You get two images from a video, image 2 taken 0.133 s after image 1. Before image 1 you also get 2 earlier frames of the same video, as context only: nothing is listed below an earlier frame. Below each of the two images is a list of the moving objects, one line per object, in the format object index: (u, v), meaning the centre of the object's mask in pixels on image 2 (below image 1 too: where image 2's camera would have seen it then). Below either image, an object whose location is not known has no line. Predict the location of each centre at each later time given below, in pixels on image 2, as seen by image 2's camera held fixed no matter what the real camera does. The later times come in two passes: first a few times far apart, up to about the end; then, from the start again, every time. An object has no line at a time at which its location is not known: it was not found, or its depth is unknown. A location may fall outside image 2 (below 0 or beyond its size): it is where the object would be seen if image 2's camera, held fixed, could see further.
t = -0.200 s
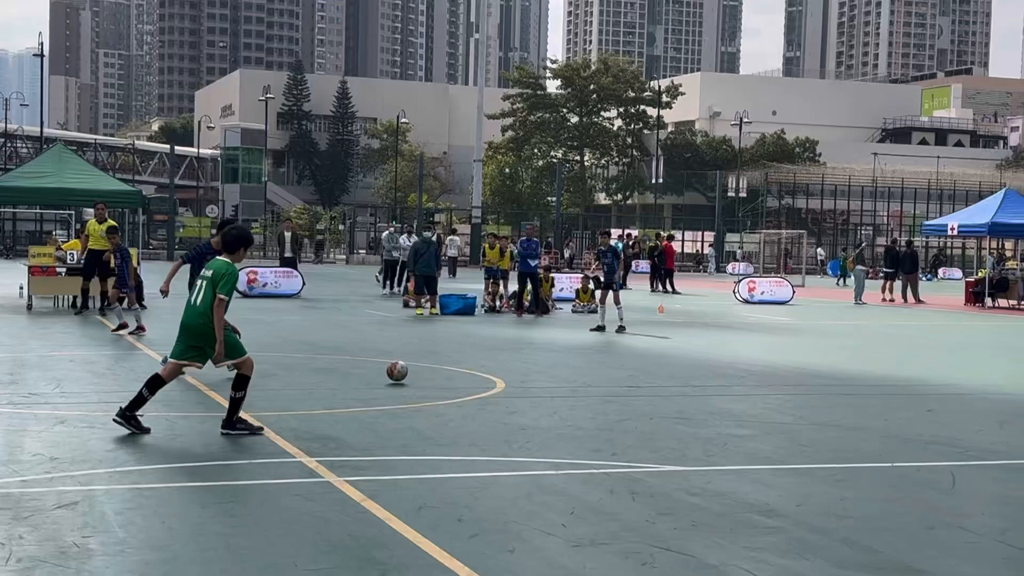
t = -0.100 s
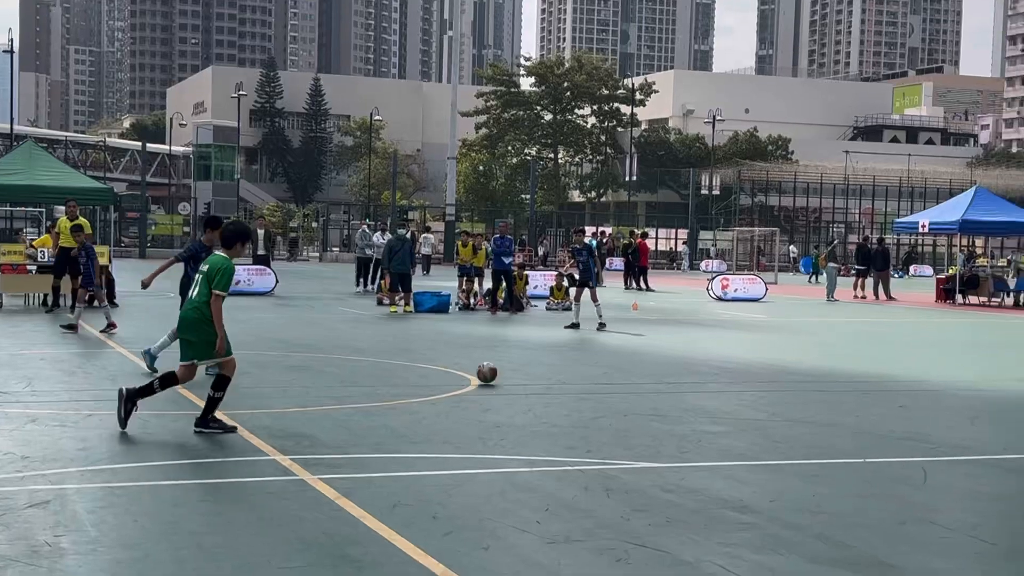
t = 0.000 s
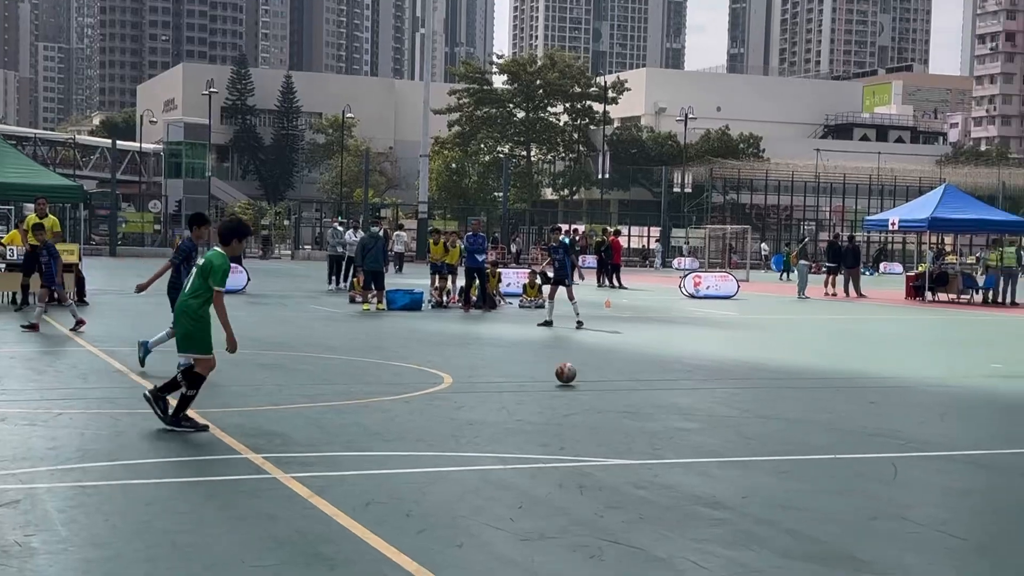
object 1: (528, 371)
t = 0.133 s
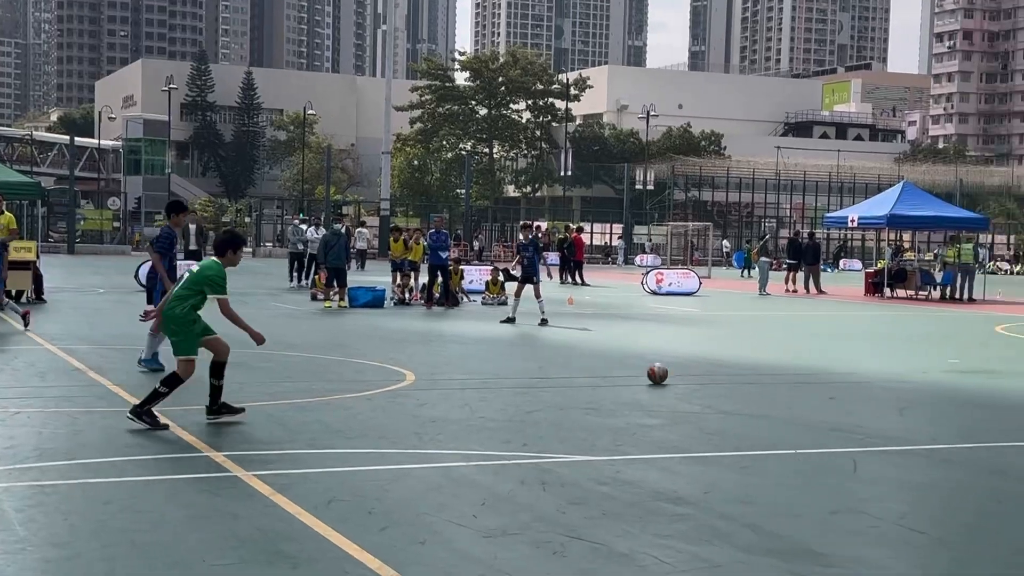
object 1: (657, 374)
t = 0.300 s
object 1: (799, 377)
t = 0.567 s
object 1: (997, 383)
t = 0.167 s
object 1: (687, 374)
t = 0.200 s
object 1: (717, 375)
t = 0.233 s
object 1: (744, 375)
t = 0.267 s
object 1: (772, 376)
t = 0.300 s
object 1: (799, 377)
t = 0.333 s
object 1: (824, 377)
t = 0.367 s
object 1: (850, 378)
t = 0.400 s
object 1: (875, 379)
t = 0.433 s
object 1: (899, 380)
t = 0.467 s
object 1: (923, 381)
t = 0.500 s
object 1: (948, 381)
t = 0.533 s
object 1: (972, 383)
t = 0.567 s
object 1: (997, 383)
